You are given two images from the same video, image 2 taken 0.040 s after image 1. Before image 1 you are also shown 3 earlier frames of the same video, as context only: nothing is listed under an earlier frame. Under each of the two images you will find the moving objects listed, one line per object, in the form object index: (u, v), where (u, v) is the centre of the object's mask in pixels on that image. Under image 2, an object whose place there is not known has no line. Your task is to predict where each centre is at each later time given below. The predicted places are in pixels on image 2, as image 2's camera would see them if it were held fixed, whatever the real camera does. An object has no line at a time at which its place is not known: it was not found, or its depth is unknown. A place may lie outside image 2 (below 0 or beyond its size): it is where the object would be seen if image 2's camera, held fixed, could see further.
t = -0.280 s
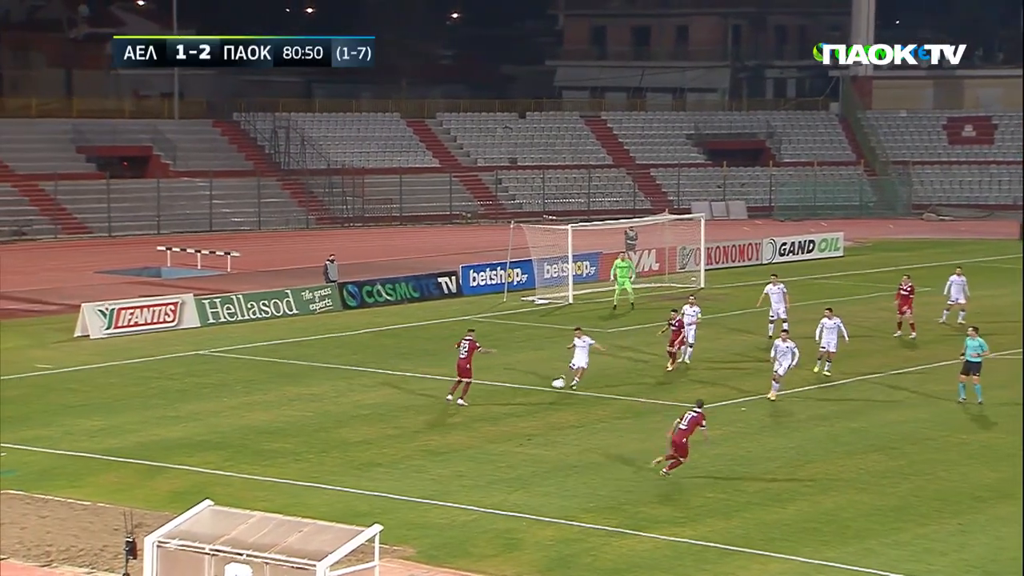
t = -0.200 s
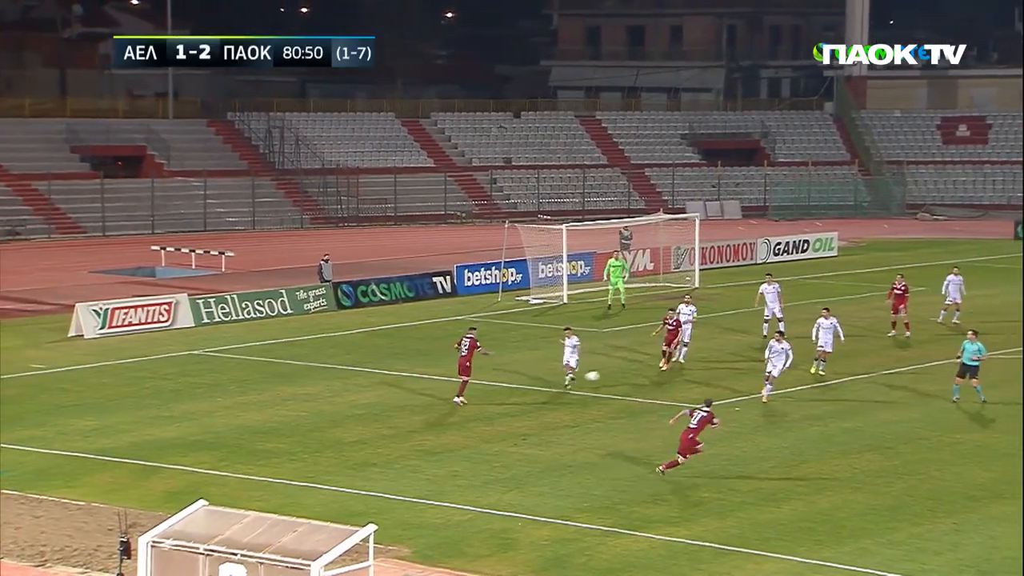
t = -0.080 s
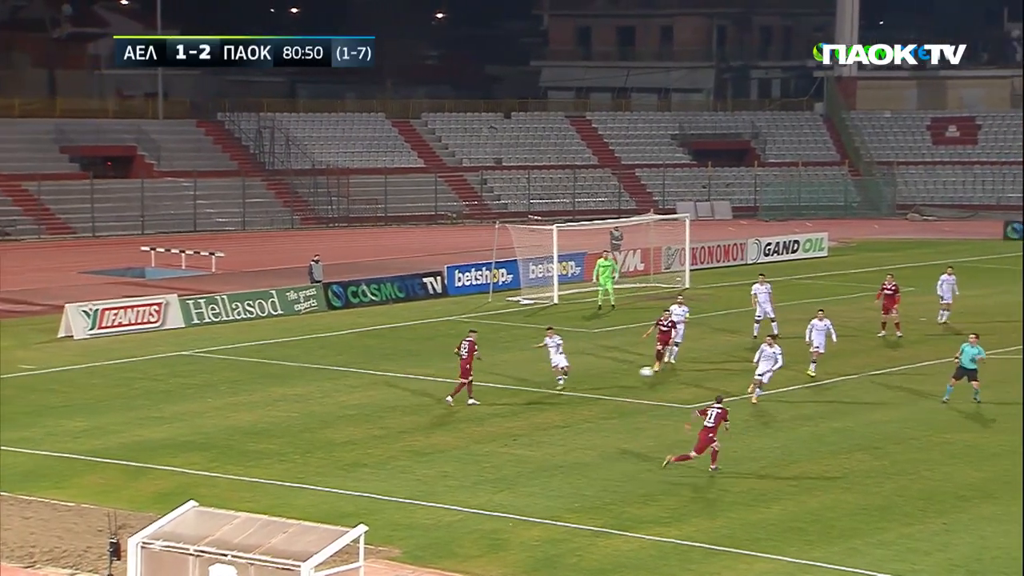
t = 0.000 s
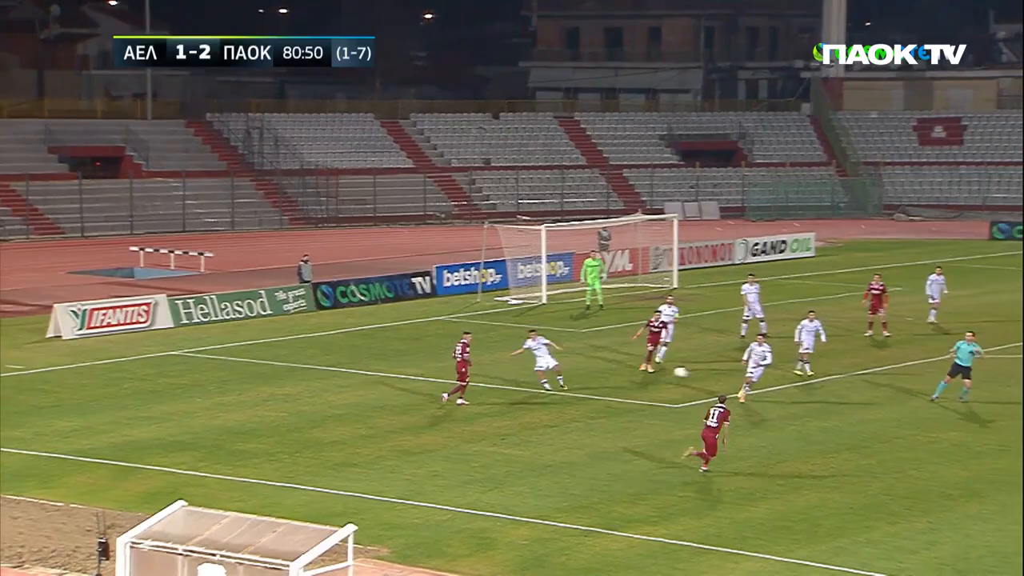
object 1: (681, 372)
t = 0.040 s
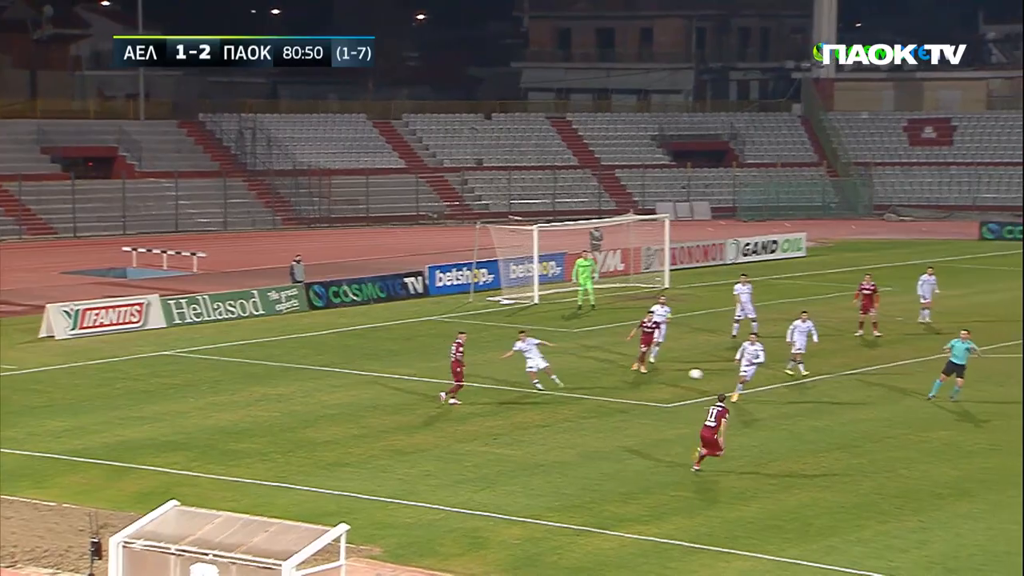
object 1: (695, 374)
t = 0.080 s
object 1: (721, 376)
